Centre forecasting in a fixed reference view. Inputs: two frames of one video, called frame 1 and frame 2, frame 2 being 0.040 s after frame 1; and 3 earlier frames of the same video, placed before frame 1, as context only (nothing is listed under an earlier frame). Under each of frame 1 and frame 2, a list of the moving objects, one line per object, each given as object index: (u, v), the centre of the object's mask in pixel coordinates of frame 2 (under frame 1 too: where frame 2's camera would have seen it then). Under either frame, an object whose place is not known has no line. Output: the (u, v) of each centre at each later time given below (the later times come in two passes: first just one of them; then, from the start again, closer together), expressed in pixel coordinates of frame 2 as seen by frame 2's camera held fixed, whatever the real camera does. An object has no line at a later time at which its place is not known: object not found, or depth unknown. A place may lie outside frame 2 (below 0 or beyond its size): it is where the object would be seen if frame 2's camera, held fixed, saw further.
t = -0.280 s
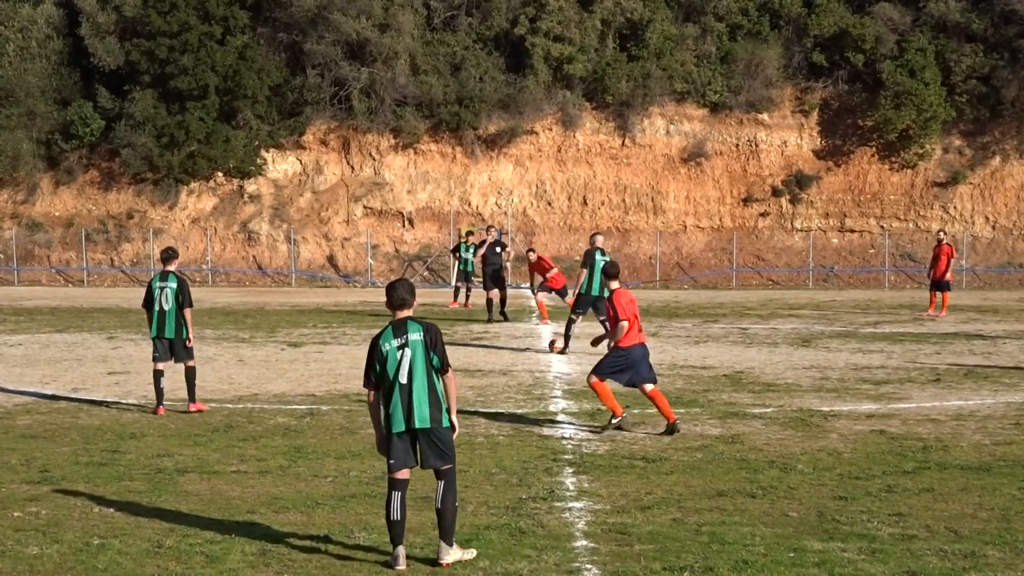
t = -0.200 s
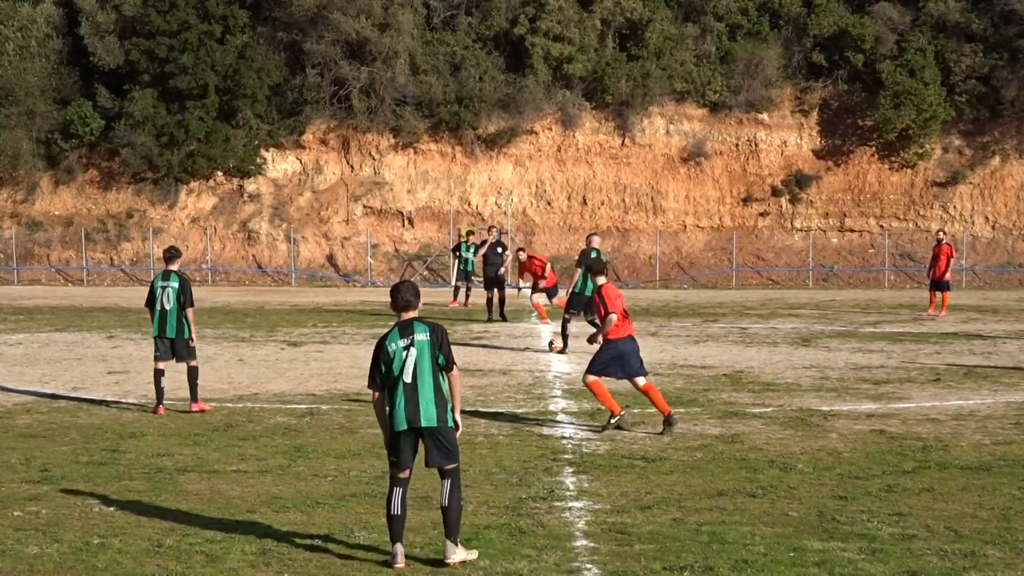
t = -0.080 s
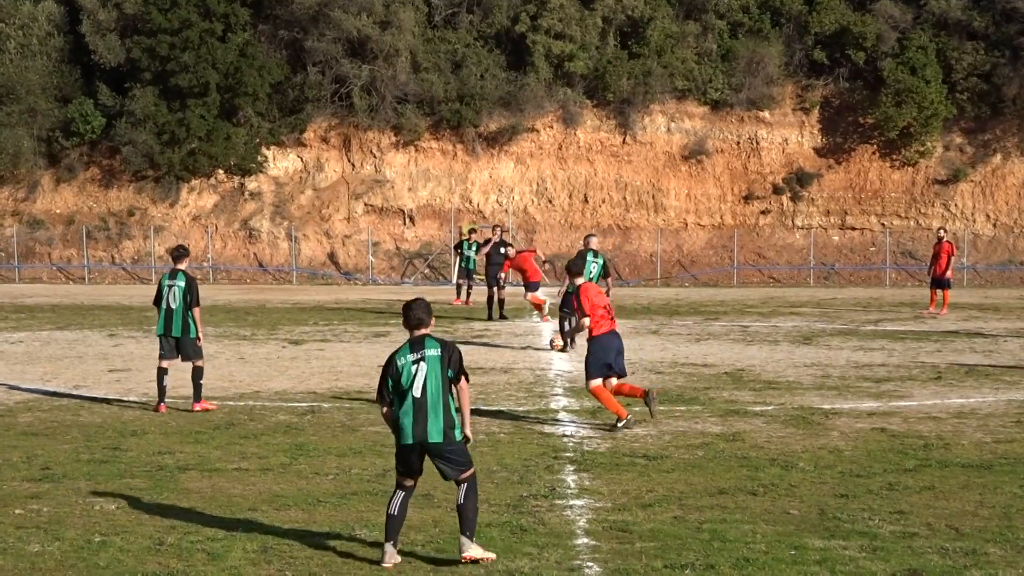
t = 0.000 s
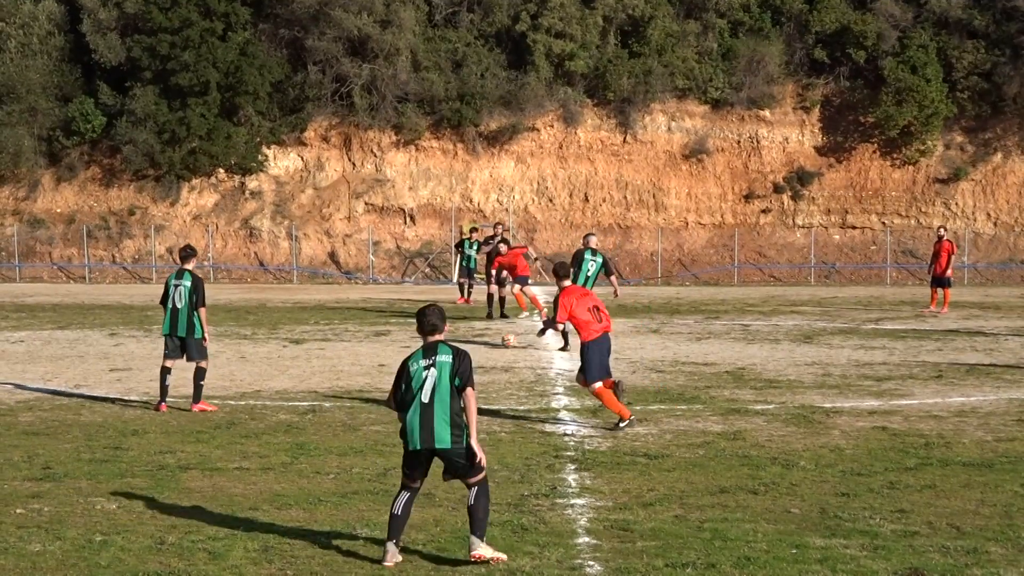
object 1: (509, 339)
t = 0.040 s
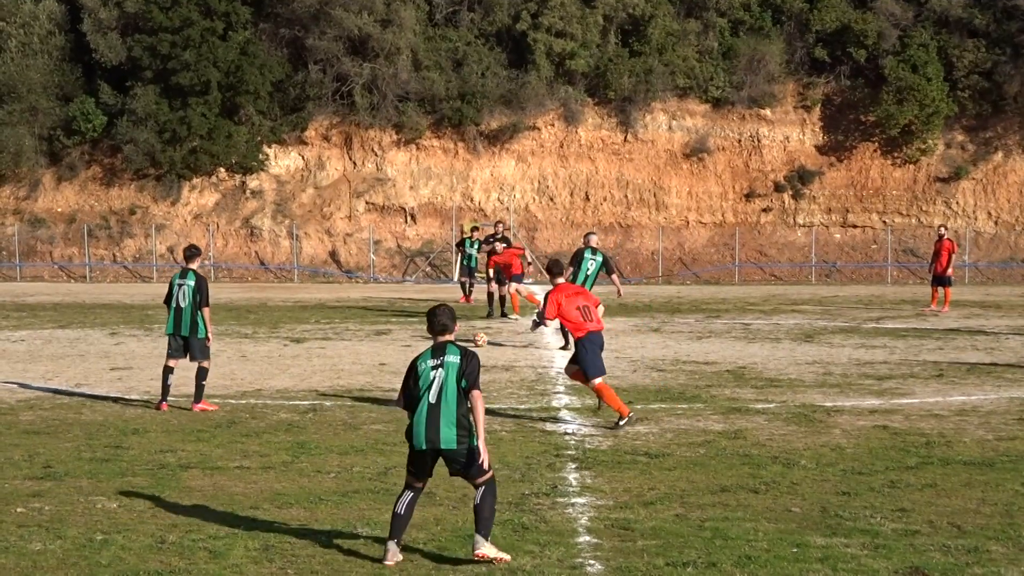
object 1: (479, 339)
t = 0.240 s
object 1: (354, 333)
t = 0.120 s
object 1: (429, 333)
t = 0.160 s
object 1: (404, 333)
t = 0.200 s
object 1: (379, 332)
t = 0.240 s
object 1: (354, 333)
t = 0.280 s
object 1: (330, 336)
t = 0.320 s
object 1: (307, 337)
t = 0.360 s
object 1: (288, 334)
